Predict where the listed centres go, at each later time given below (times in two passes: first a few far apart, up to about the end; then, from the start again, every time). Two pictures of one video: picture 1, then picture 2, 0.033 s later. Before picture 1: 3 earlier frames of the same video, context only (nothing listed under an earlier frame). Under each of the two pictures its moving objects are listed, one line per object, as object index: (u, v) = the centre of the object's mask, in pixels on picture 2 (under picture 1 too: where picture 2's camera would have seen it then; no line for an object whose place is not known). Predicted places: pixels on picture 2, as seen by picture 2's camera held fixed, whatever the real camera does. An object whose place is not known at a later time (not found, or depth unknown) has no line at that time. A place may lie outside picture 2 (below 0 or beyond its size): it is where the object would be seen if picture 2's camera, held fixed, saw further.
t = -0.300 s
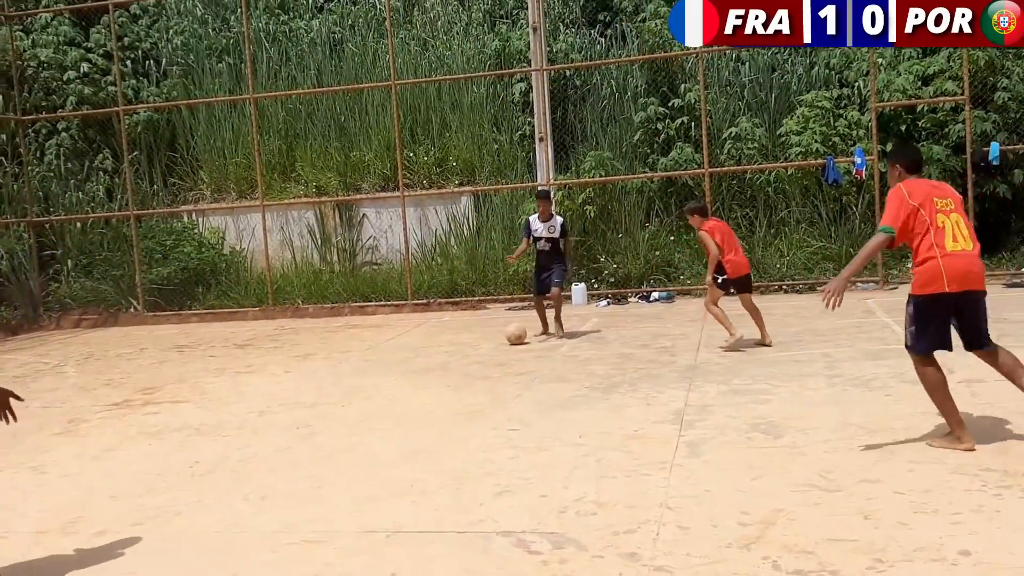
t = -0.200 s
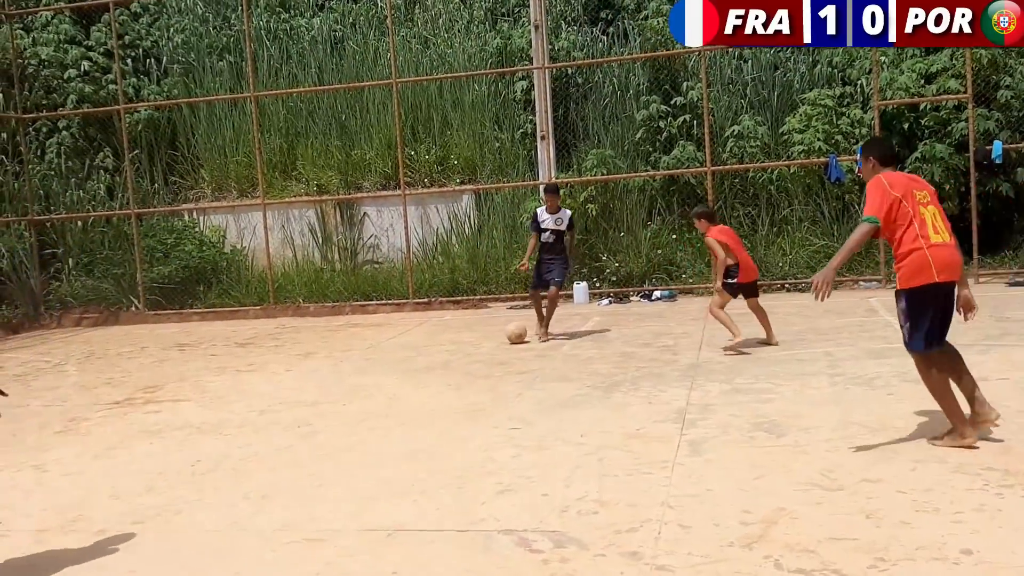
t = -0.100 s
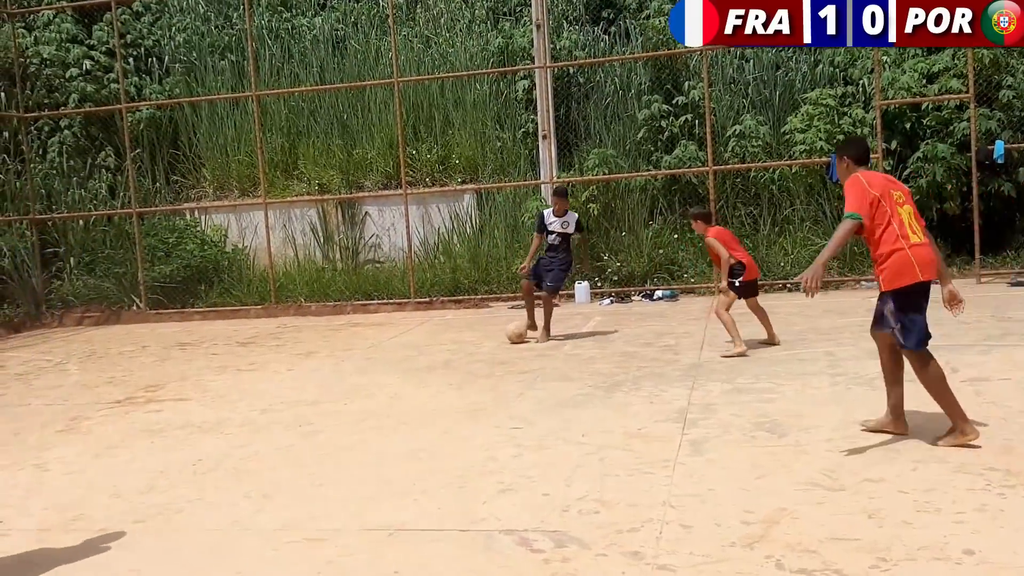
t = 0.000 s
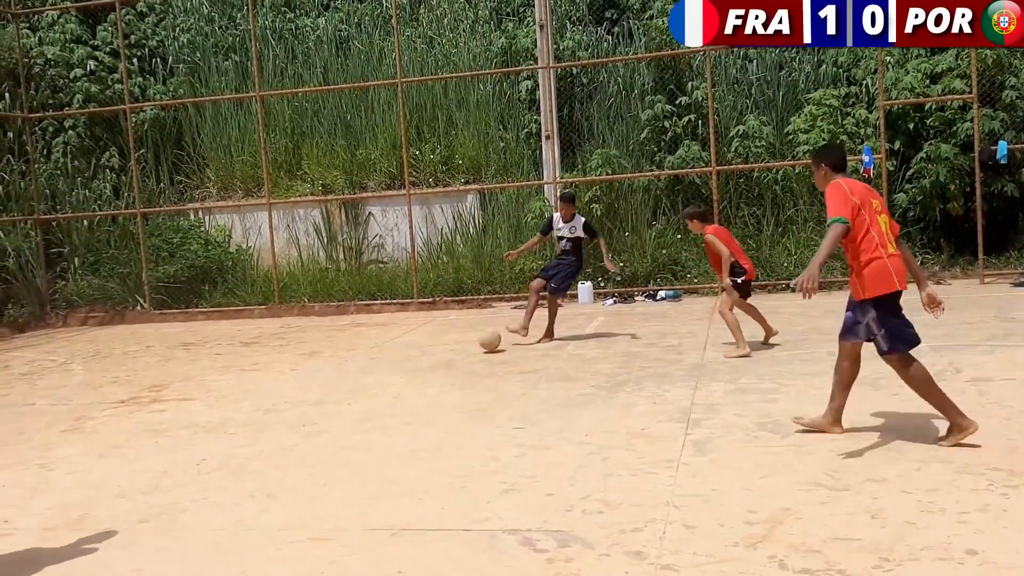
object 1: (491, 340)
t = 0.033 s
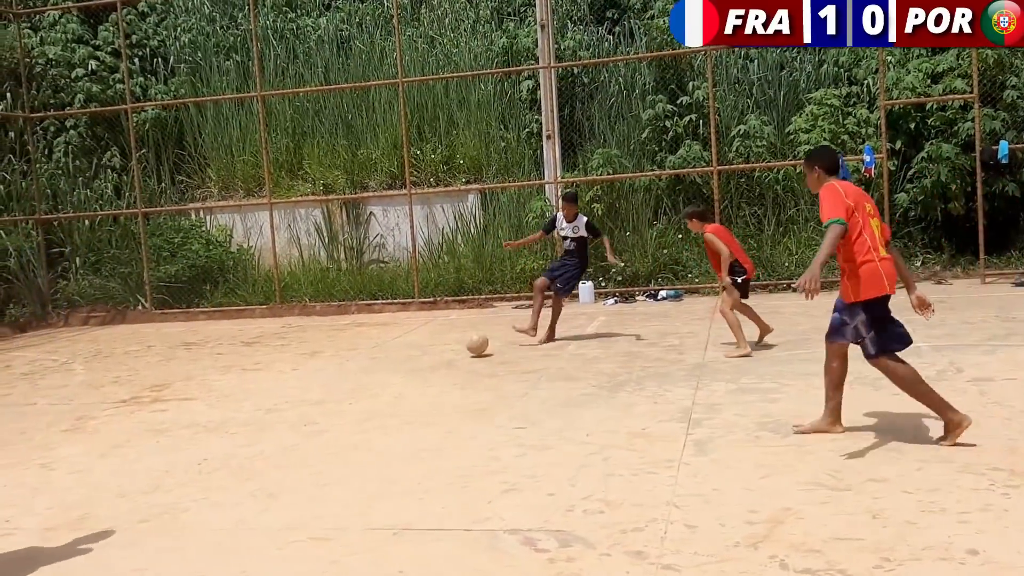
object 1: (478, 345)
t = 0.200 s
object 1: (404, 369)
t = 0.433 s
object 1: (296, 402)
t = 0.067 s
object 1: (463, 349)
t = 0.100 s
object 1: (448, 356)
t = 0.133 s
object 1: (433, 359)
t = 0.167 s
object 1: (419, 364)
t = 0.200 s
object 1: (404, 369)
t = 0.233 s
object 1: (388, 375)
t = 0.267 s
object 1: (373, 380)
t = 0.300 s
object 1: (358, 382)
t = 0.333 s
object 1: (343, 385)
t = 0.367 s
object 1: (328, 392)
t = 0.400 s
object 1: (312, 399)
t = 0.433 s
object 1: (296, 402)
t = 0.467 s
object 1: (280, 403)
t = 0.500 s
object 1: (263, 408)
